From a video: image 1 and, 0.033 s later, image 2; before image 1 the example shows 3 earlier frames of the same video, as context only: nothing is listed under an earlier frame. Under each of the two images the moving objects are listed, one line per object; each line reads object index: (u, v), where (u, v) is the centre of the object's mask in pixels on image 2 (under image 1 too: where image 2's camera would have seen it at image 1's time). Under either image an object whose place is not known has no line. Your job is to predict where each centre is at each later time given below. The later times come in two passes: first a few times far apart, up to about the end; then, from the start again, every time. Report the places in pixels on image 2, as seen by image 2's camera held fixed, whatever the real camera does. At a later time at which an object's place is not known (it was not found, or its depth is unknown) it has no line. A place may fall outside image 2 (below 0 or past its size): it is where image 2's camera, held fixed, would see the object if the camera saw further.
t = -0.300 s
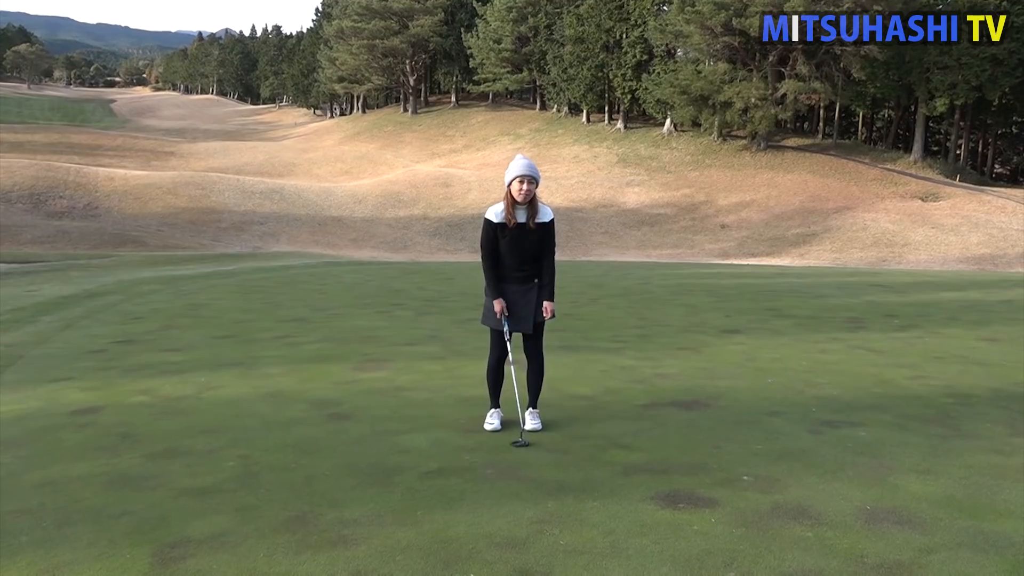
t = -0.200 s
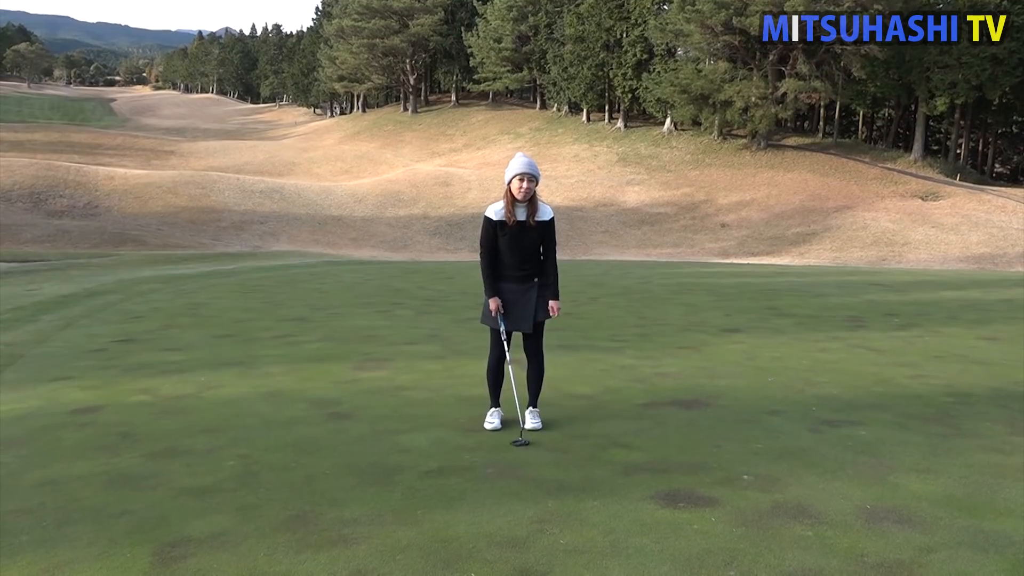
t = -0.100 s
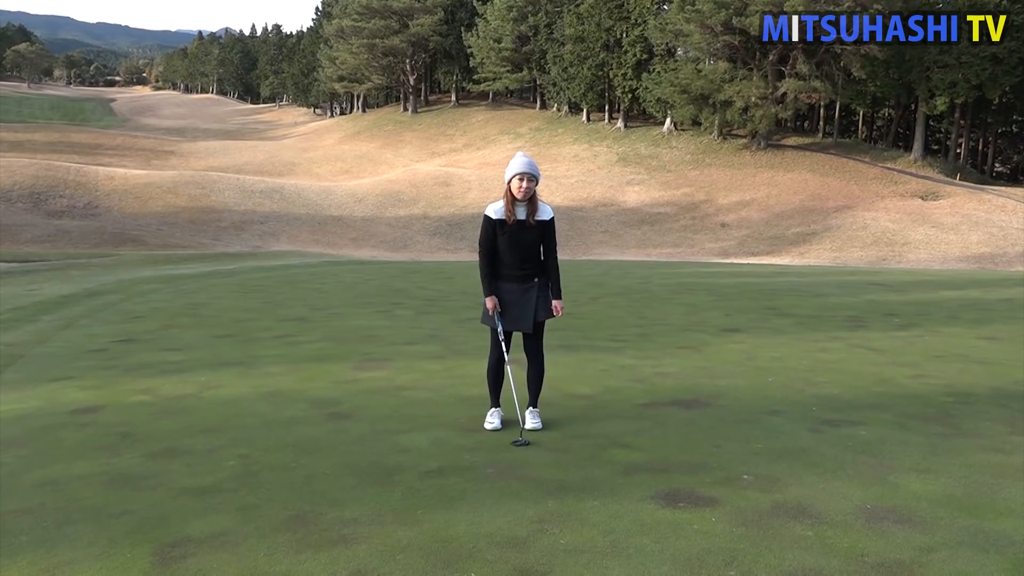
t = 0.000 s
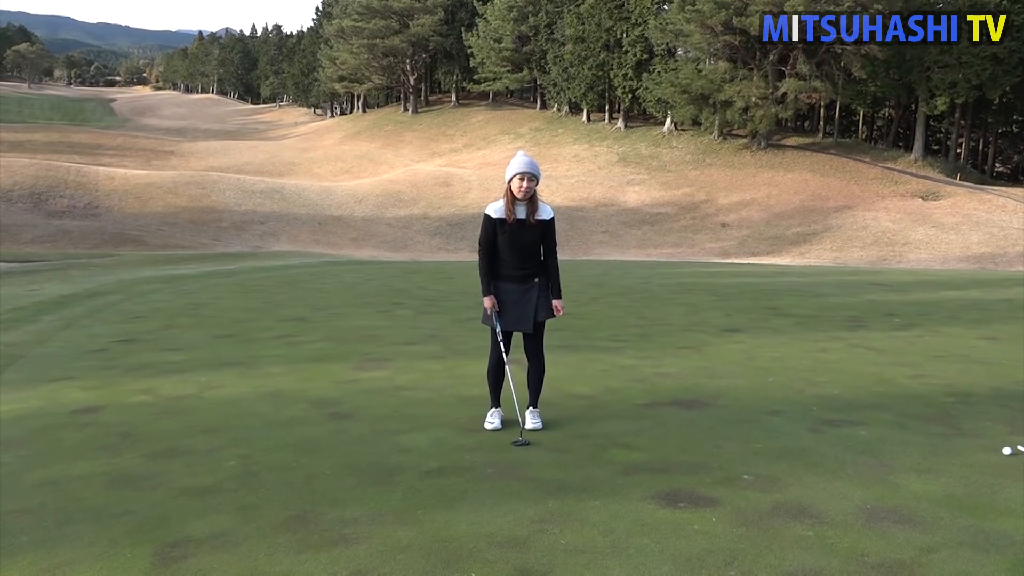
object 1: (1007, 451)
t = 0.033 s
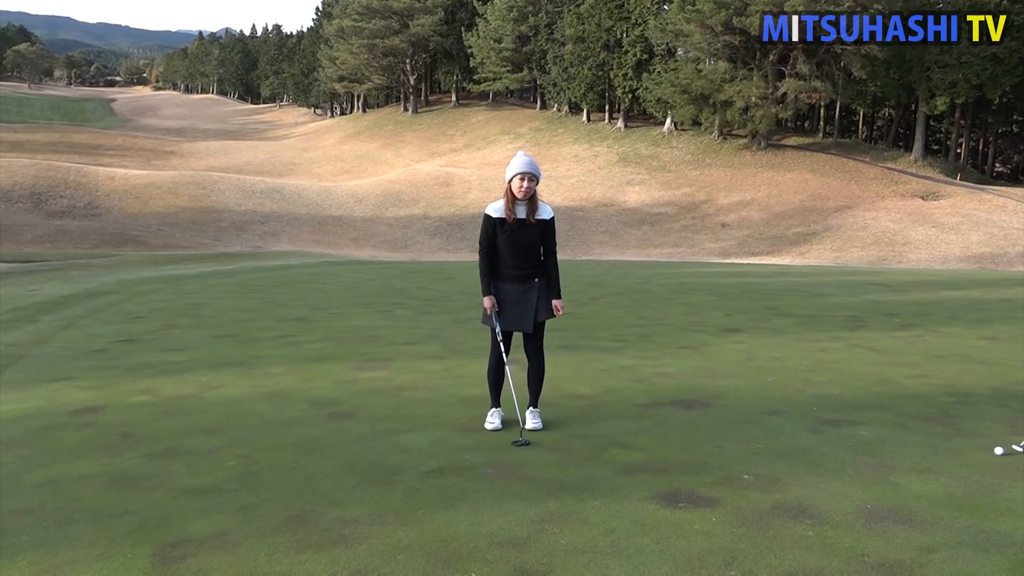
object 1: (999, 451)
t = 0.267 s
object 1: (941, 452)
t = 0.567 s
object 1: (872, 451)
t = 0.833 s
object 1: (816, 450)
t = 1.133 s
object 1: (760, 449)
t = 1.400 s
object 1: (717, 446)
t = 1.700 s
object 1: (677, 443)
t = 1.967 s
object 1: (646, 441)
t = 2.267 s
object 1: (619, 439)
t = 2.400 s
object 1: (610, 438)
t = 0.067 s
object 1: (991, 451)
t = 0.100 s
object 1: (982, 452)
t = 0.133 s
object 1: (974, 451)
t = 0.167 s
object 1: (966, 452)
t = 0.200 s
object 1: (958, 452)
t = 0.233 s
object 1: (950, 452)
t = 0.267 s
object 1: (941, 452)
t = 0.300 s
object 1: (934, 452)
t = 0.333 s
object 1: (926, 452)
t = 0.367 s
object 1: (918, 452)
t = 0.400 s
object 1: (910, 451)
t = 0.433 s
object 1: (902, 452)
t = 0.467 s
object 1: (895, 452)
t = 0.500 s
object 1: (887, 451)
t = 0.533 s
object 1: (880, 452)
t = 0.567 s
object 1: (872, 451)
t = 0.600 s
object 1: (865, 451)
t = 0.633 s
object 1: (857, 451)
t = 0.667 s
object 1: (850, 451)
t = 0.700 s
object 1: (843, 451)
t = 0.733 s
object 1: (836, 451)
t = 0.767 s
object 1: (829, 451)
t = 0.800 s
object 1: (822, 451)
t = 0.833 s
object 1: (816, 450)
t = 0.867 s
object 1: (809, 450)
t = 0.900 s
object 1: (802, 450)
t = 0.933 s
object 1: (796, 450)
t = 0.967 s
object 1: (790, 450)
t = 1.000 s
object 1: (784, 450)
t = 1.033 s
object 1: (778, 449)
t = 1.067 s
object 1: (772, 449)
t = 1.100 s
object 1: (766, 449)
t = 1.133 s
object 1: (760, 449)
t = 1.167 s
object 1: (754, 448)
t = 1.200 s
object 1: (749, 448)
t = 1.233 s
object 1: (743, 448)
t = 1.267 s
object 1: (738, 447)
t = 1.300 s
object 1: (733, 447)
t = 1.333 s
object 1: (727, 447)
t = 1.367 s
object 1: (722, 446)
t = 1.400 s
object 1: (717, 446)
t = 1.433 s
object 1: (713, 446)
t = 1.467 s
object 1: (708, 446)
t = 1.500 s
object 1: (703, 445)
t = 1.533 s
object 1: (698, 445)
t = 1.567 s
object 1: (694, 445)
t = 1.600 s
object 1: (689, 445)
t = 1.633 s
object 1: (685, 444)
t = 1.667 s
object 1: (681, 444)
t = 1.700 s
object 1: (677, 443)
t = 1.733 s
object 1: (672, 443)
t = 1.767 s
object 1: (669, 443)
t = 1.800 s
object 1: (665, 442)
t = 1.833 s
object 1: (660, 442)
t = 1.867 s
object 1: (657, 442)
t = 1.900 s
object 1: (653, 442)
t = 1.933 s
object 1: (650, 442)
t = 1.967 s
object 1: (646, 441)
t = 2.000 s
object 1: (643, 441)
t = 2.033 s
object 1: (640, 441)
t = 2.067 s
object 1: (637, 440)
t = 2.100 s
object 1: (633, 440)
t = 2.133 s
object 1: (630, 440)
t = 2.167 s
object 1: (627, 440)
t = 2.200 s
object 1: (625, 440)
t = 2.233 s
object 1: (622, 439)
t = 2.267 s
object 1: (619, 439)
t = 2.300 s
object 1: (617, 439)
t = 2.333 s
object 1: (614, 439)
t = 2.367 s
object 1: (612, 438)
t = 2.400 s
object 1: (610, 438)
